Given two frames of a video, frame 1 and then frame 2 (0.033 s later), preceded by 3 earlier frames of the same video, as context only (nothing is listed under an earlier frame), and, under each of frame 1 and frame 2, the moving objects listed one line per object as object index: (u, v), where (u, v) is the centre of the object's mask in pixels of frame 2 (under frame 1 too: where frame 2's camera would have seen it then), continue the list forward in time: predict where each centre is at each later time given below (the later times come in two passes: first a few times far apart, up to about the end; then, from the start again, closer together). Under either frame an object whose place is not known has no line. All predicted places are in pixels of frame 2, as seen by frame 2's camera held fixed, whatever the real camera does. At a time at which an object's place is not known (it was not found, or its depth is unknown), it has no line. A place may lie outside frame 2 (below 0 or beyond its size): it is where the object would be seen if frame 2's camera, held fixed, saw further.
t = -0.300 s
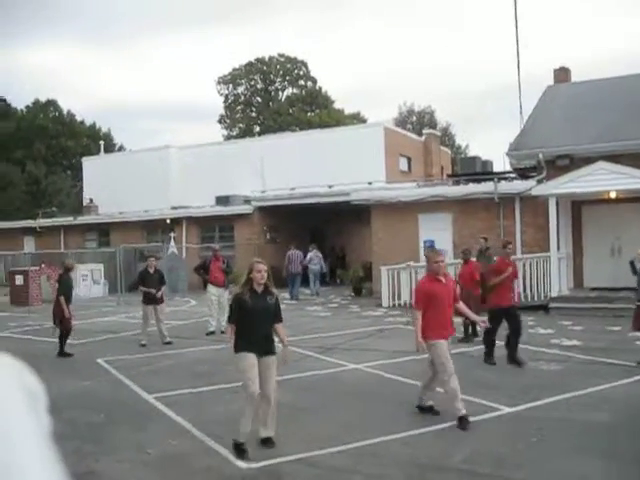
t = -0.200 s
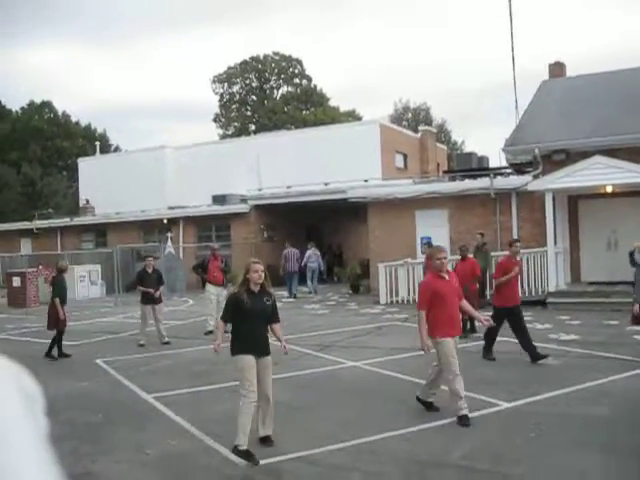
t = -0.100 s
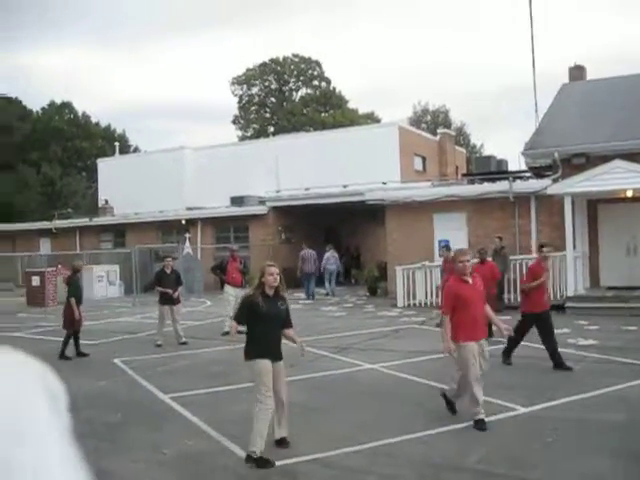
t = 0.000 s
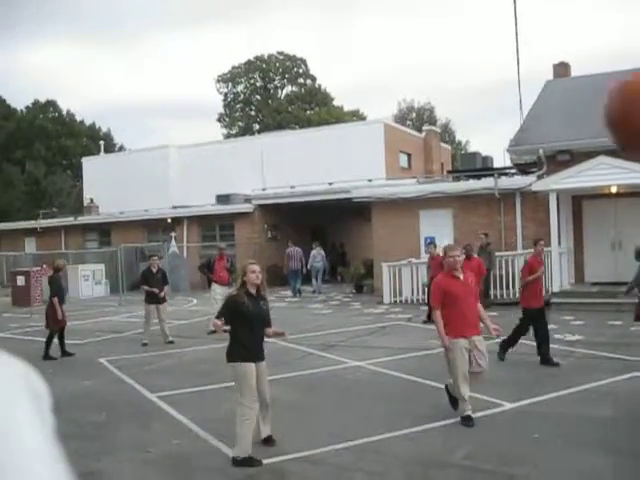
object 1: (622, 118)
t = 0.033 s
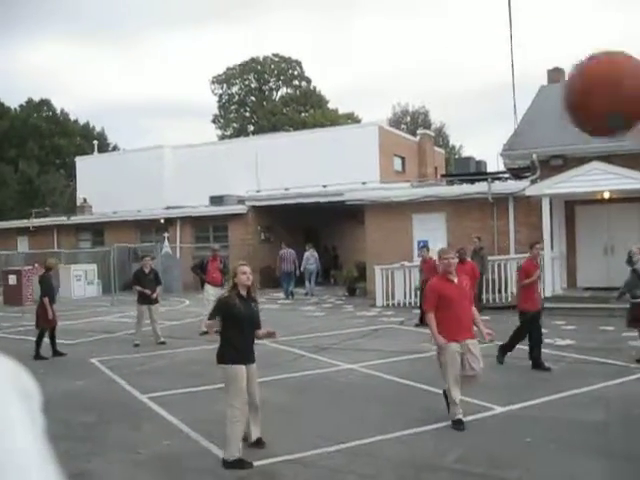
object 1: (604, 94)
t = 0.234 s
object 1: (442, 33)
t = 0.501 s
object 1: (319, 41)
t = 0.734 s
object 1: (253, 103)
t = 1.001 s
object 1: (205, 201)
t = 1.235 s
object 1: (178, 300)
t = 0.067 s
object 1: (572, 73)
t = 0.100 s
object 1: (541, 57)
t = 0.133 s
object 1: (514, 43)
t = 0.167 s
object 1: (487, 38)
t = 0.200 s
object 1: (463, 37)
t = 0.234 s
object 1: (442, 33)
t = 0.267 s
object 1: (422, 30)
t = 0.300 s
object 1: (404, 28)
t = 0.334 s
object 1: (387, 28)
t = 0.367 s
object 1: (371, 30)
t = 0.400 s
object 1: (357, 31)
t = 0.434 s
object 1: (344, 32)
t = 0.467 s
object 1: (331, 35)
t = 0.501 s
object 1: (319, 41)
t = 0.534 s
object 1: (308, 47)
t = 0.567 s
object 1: (298, 55)
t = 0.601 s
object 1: (289, 63)
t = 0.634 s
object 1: (281, 72)
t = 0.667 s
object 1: (272, 81)
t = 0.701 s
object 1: (265, 92)
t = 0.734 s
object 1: (253, 103)
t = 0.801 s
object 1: (242, 125)
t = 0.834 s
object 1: (234, 137)
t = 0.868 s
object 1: (227, 149)
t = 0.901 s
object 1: (221, 162)
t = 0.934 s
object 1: (215, 175)
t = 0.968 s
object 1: (210, 188)
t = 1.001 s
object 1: (205, 201)
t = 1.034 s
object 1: (201, 215)
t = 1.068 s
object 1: (196, 229)
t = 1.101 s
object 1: (192, 243)
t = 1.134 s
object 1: (188, 257)
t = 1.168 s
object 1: (184, 273)
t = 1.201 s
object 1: (182, 285)
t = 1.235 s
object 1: (178, 300)
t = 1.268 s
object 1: (175, 316)
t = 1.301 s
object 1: (173, 329)
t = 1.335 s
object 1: (170, 347)
